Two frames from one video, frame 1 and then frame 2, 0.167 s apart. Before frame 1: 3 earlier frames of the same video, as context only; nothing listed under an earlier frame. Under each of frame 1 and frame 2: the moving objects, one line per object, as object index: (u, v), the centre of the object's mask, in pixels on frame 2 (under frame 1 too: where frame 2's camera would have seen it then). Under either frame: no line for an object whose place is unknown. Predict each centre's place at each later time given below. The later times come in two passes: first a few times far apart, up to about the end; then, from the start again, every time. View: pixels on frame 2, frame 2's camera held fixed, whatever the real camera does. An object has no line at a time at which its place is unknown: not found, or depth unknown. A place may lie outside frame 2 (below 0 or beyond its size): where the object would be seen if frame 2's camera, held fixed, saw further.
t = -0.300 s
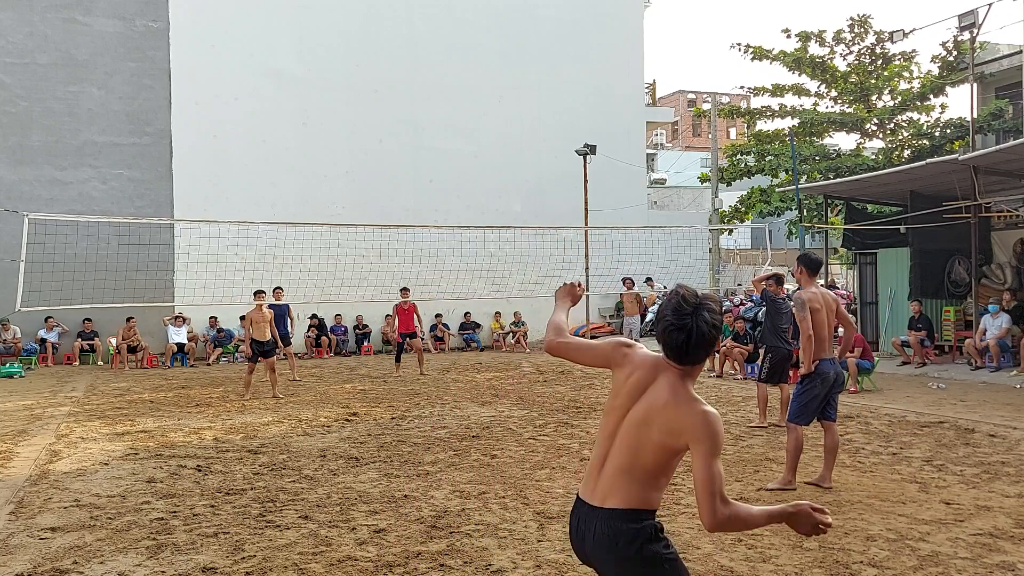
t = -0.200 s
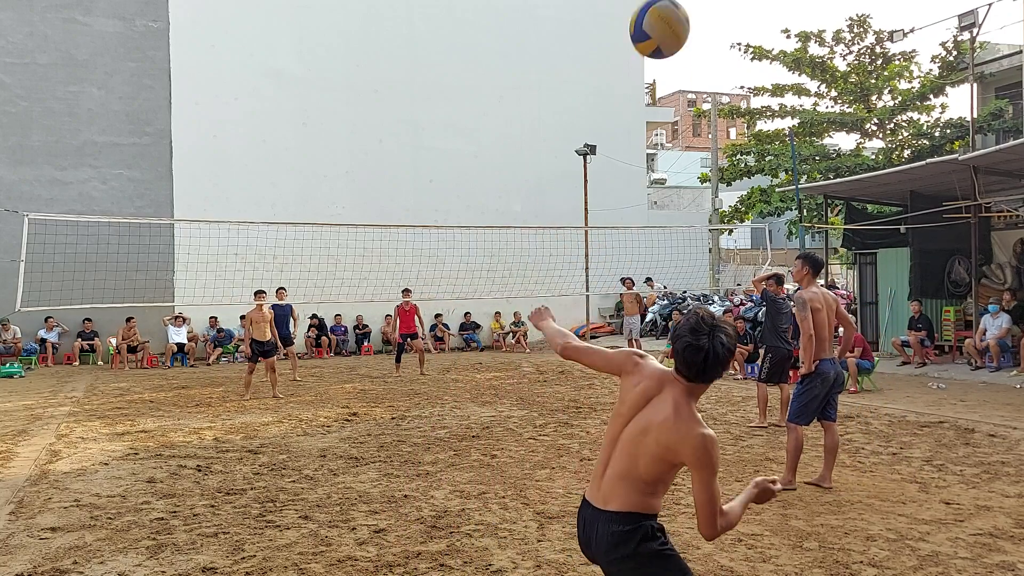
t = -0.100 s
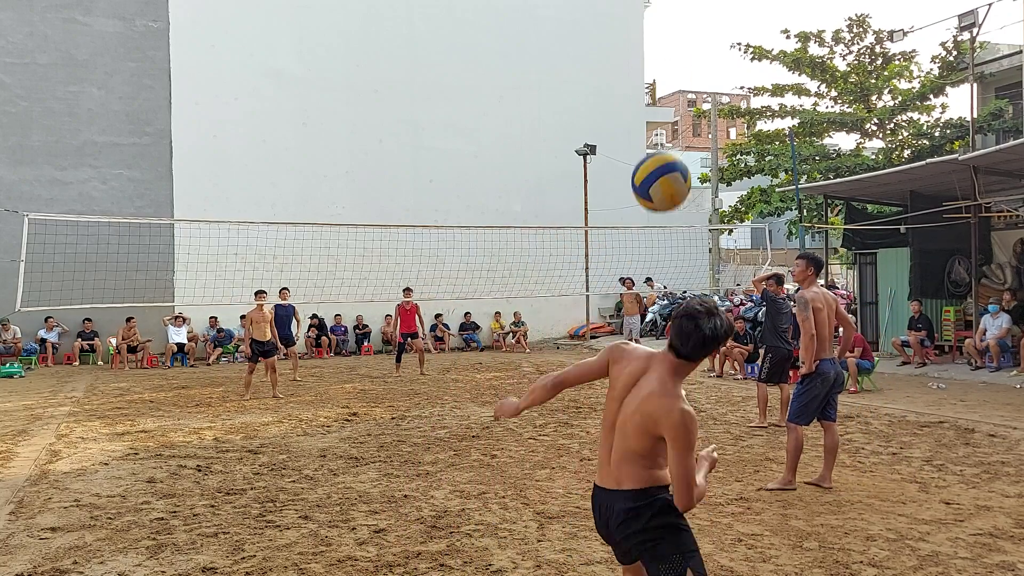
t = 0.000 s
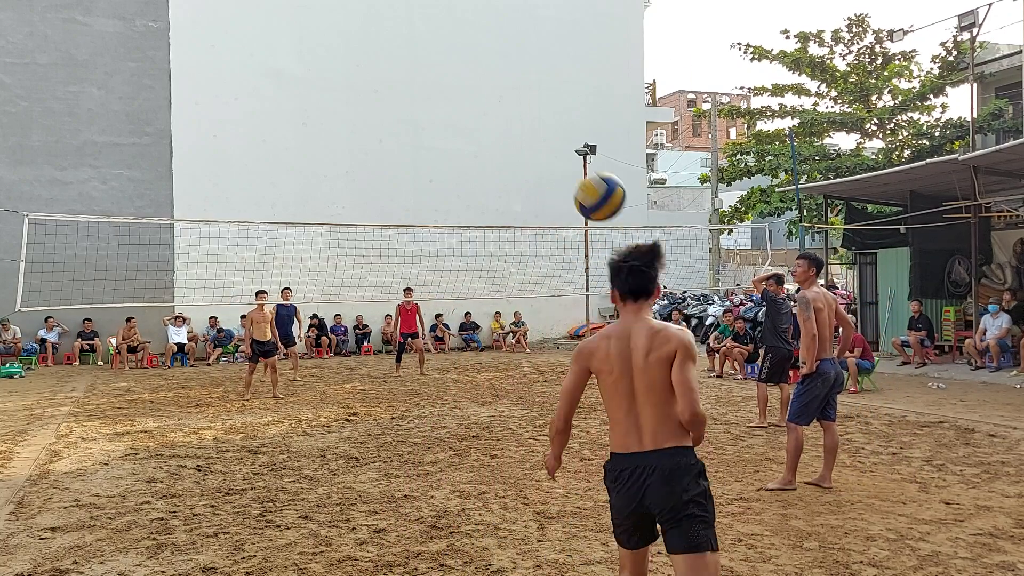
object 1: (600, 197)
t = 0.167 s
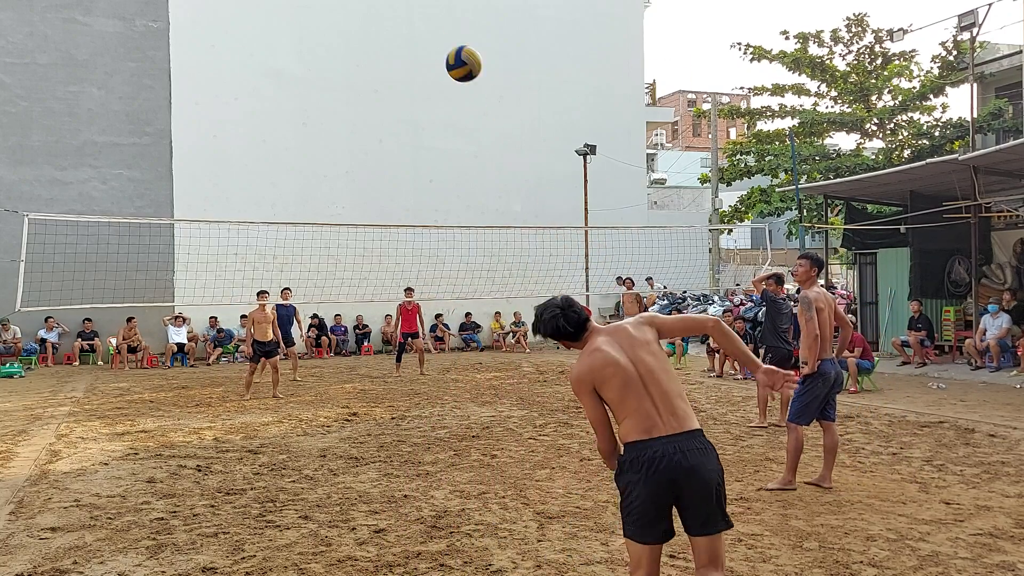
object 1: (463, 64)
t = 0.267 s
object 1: (414, 32)
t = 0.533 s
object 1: (334, 28)
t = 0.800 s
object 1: (291, 82)
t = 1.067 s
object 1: (265, 162)
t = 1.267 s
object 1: (252, 232)
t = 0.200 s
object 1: (445, 50)
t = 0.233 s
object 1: (429, 40)
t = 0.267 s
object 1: (414, 32)
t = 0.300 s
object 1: (400, 27)
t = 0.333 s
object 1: (388, 23)
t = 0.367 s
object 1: (376, 21)
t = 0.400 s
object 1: (366, 20)
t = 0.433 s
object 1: (357, 21)
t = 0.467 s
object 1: (348, 22)
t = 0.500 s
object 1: (341, 25)
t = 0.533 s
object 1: (334, 28)
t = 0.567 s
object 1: (327, 33)
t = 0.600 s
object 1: (320, 38)
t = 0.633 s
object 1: (315, 44)
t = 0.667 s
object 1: (310, 51)
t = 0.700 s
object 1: (305, 58)
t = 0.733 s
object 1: (300, 66)
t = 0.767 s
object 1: (296, 73)
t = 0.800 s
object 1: (291, 82)
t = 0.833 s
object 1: (287, 91)
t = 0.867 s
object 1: (284, 101)
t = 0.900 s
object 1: (280, 111)
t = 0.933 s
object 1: (277, 121)
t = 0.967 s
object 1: (273, 130)
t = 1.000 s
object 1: (270, 141)
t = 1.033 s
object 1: (268, 152)
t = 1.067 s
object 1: (265, 162)
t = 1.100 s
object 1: (263, 174)
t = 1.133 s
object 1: (261, 185)
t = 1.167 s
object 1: (258, 196)
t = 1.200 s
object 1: (256, 208)
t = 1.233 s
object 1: (254, 218)
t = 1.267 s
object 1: (252, 232)
